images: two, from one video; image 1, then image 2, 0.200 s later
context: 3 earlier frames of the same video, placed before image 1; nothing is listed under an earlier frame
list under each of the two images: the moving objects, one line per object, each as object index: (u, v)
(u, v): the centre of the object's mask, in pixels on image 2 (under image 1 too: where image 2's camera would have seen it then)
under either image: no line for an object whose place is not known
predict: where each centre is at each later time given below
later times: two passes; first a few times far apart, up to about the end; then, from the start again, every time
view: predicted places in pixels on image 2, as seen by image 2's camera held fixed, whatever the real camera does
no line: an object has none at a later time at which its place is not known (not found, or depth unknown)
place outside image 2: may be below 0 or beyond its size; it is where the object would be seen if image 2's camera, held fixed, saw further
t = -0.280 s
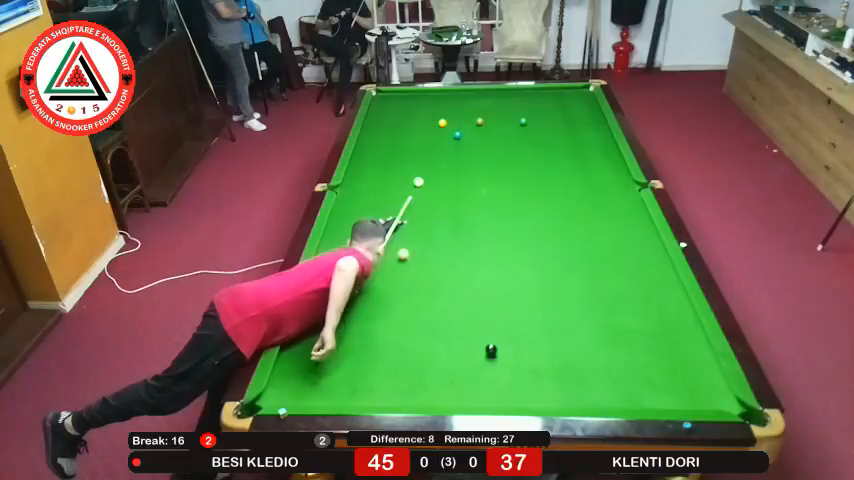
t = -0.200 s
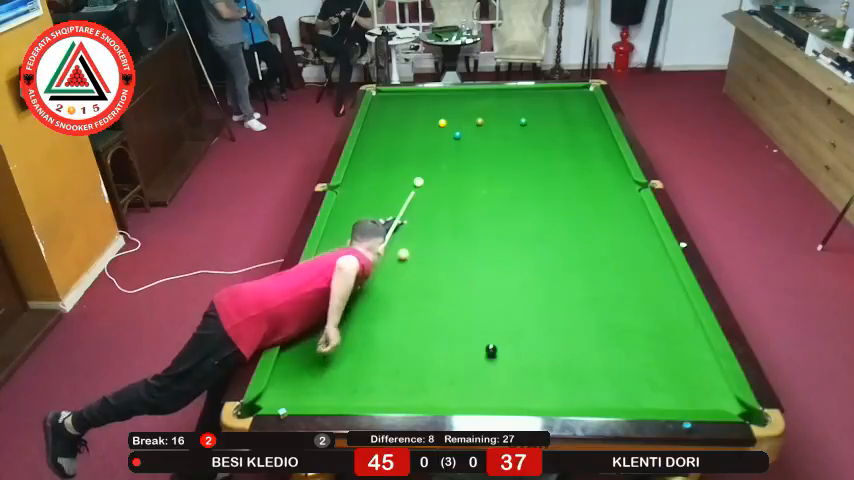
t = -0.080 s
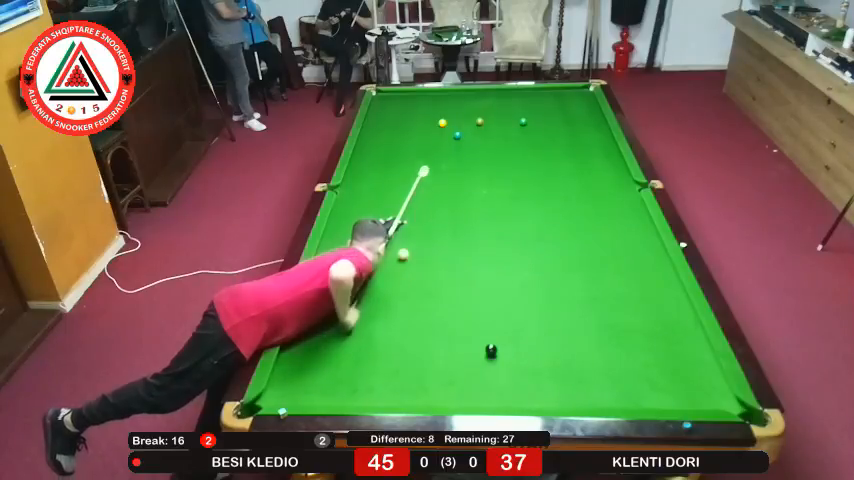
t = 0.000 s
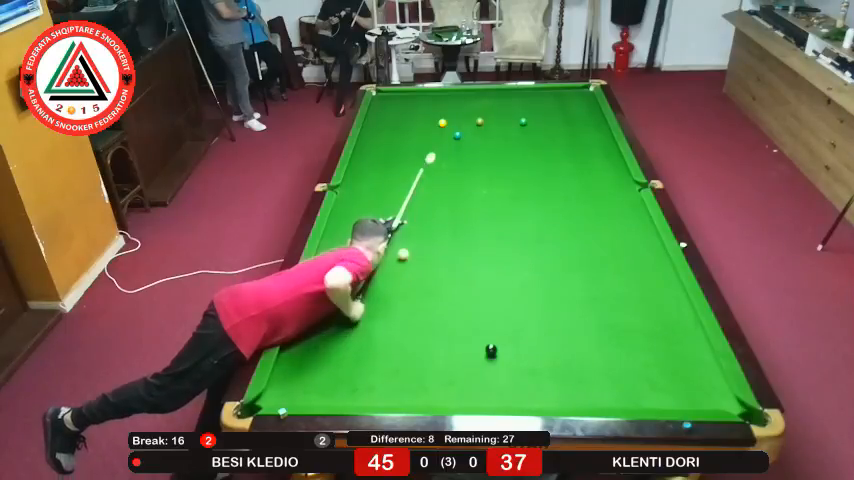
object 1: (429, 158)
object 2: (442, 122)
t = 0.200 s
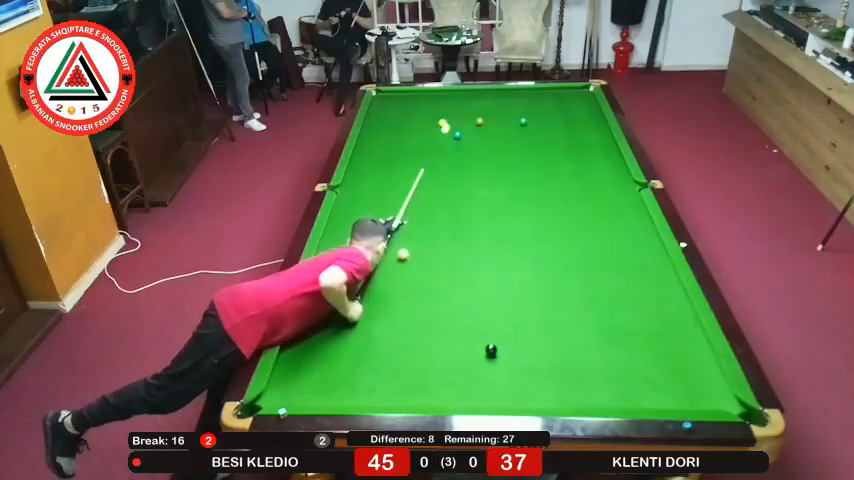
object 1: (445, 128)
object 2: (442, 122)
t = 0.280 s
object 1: (456, 120)
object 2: (436, 120)
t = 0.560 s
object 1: (497, 96)
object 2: (412, 111)
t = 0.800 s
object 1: (525, 97)
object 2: (395, 105)
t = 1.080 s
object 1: (556, 110)
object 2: (376, 98)
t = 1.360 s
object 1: (591, 124)
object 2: (387, 93)
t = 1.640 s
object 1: (599, 140)
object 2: (399, 92)
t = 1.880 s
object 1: (586, 153)
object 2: (408, 94)
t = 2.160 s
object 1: (571, 169)
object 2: (417, 97)
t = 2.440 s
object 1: (554, 187)
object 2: (426, 99)
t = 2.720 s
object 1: (536, 205)
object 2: (434, 101)
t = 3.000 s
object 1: (517, 224)
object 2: (441, 103)
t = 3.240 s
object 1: (500, 242)
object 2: (447, 105)
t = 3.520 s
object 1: (479, 263)
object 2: (454, 106)
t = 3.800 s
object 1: (456, 286)
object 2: (459, 107)
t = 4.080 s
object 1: (432, 311)
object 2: (464, 108)
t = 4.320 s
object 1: (409, 333)
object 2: (467, 109)
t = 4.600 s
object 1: (382, 361)
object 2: (471, 109)
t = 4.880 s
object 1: (352, 390)
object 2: (473, 110)
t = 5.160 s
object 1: (333, 385)
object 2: (474, 111)
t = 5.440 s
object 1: (322, 368)
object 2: (475, 111)
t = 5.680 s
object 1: (313, 354)
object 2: (475, 111)
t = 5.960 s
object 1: (304, 340)
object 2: (475, 111)
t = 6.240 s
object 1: (295, 328)
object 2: (475, 111)
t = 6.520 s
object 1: (301, 320)
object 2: (475, 111)
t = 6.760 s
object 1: (308, 315)
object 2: (475, 111)
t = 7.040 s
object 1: (315, 309)
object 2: (475, 111)
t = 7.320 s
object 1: (320, 305)
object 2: (475, 111)
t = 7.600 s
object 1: (324, 301)
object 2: (475, 111)
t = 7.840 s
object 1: (326, 300)
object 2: (475, 111)
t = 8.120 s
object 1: (326, 299)
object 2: (475, 111)
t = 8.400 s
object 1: (326, 299)
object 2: (475, 111)
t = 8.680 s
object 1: (326, 298)
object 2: (475, 111)
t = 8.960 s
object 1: (326, 298)
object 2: (475, 111)
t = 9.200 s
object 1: (326, 299)
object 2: (475, 111)
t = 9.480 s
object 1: (326, 299)
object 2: (475, 111)
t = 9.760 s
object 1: (326, 299)
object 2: (475, 111)
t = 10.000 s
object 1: (326, 299)
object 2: (475, 111)
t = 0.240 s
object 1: (450, 124)
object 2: (441, 122)
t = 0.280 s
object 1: (456, 120)
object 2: (436, 120)
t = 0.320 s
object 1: (463, 116)
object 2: (432, 118)
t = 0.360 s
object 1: (469, 113)
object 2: (428, 117)
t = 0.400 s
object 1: (475, 109)
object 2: (425, 116)
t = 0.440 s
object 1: (481, 106)
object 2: (422, 115)
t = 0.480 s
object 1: (486, 103)
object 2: (419, 114)
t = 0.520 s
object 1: (492, 99)
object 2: (416, 113)
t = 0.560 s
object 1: (497, 96)
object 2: (412, 111)
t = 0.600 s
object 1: (502, 93)
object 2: (409, 110)
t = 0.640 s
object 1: (507, 90)
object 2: (407, 109)
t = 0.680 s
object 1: (512, 90)
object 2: (403, 108)
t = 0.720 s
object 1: (516, 93)
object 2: (401, 107)
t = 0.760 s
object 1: (520, 95)
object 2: (398, 106)
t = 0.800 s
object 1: (525, 97)
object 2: (395, 105)
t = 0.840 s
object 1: (529, 99)
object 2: (392, 104)
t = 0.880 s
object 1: (533, 101)
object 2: (389, 103)
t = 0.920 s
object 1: (538, 103)
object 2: (387, 102)
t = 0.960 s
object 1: (542, 105)
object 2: (384, 101)
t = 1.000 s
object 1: (547, 107)
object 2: (381, 100)
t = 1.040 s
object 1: (552, 108)
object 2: (379, 99)
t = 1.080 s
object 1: (556, 110)
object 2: (376, 98)
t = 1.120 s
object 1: (561, 112)
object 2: (375, 98)
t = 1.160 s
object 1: (566, 114)
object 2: (378, 97)
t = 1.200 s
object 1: (571, 116)
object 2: (380, 96)
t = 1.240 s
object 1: (576, 118)
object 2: (382, 95)
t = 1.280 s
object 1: (581, 120)
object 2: (383, 94)
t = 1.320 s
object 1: (586, 122)
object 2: (386, 94)
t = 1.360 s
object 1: (591, 124)
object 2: (387, 93)
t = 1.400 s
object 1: (596, 126)
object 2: (389, 92)
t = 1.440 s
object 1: (602, 129)
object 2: (391, 92)
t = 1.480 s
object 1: (607, 131)
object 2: (393, 91)
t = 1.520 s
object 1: (605, 133)
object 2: (395, 91)
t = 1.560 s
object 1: (603, 135)
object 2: (396, 92)
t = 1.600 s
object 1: (601, 137)
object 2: (398, 92)
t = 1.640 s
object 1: (599, 140)
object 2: (399, 92)
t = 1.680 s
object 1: (597, 142)
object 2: (401, 93)
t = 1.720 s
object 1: (595, 144)
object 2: (402, 93)
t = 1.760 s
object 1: (593, 146)
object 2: (404, 93)
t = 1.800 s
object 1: (591, 148)
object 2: (405, 94)
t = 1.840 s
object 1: (589, 151)
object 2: (406, 94)
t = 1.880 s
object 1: (586, 153)
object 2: (408, 94)
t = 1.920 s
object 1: (584, 155)
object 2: (409, 95)
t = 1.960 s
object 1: (582, 158)
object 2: (411, 95)
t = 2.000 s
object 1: (580, 160)
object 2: (412, 95)
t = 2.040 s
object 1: (578, 162)
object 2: (413, 96)
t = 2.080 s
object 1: (575, 164)
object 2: (415, 96)
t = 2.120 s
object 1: (573, 167)
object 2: (416, 96)
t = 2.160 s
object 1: (571, 169)
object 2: (417, 97)
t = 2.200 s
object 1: (568, 172)
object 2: (419, 97)
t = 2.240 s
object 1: (566, 174)
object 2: (420, 97)
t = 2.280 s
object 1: (564, 177)
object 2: (421, 98)
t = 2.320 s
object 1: (561, 179)
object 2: (422, 98)
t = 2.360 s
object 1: (559, 182)
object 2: (423, 98)
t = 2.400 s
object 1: (556, 184)
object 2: (425, 99)
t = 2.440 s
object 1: (554, 187)
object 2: (426, 99)
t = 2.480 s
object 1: (551, 189)
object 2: (427, 99)
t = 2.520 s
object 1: (549, 192)
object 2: (428, 100)
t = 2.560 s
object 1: (547, 194)
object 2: (429, 100)
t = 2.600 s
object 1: (544, 197)
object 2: (431, 100)
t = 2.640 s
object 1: (541, 200)
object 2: (432, 100)
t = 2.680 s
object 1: (539, 203)
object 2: (433, 101)
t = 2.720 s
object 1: (536, 205)
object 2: (434, 101)
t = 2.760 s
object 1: (534, 208)
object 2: (435, 101)
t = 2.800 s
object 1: (531, 210)
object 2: (436, 102)
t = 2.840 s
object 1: (528, 213)
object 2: (437, 102)
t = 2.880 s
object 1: (526, 216)
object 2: (438, 102)
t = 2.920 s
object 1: (523, 219)
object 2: (440, 103)
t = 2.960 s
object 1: (520, 221)
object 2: (440, 103)
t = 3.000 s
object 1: (517, 224)
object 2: (441, 103)
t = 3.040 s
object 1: (515, 227)
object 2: (443, 104)
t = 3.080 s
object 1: (512, 230)
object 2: (443, 104)
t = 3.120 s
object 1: (509, 233)
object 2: (445, 104)
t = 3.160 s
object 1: (506, 236)
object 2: (445, 104)
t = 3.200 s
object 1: (503, 239)
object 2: (446, 104)
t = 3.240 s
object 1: (500, 242)
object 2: (447, 105)
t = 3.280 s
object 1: (497, 245)
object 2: (448, 105)
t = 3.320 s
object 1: (494, 248)
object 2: (449, 105)
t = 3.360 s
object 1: (491, 251)
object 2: (450, 105)
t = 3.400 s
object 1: (488, 254)
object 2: (451, 105)
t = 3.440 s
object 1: (485, 257)
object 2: (452, 106)
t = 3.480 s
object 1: (482, 260)
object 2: (453, 106)
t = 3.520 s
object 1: (479, 263)
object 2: (454, 106)
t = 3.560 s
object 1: (475, 267)
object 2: (454, 106)
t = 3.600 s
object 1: (472, 270)
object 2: (455, 107)
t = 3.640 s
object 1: (469, 273)
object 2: (456, 107)
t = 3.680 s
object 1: (466, 276)
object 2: (457, 107)
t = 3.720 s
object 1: (463, 280)
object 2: (458, 107)
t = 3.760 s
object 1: (459, 283)
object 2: (458, 107)
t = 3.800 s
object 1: (456, 286)
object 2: (459, 107)
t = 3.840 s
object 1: (452, 290)
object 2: (460, 108)
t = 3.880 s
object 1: (449, 293)
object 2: (460, 108)
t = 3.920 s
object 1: (446, 297)
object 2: (461, 108)
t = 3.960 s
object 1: (442, 300)
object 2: (462, 108)
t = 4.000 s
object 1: (439, 304)
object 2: (462, 108)
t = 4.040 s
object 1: (435, 307)
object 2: (463, 108)
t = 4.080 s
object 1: (432, 311)
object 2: (464, 108)
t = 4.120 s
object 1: (428, 315)
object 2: (464, 108)
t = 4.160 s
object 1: (424, 318)
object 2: (465, 109)
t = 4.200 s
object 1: (420, 322)
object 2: (466, 109)
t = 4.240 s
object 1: (417, 326)
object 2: (466, 109)
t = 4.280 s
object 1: (413, 329)
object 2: (467, 109)
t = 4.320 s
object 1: (409, 333)
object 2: (467, 109)
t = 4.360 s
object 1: (405, 337)
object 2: (468, 109)
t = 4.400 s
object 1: (401, 341)
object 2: (468, 109)
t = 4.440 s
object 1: (397, 345)
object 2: (469, 109)
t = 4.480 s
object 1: (394, 348)
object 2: (469, 109)
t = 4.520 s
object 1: (390, 352)
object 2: (470, 110)
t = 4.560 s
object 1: (385, 357)
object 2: (470, 110)
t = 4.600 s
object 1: (382, 361)
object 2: (471, 109)
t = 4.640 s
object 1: (378, 365)
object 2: (471, 110)
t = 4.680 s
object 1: (373, 369)
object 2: (471, 110)
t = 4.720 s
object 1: (369, 373)
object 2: (472, 110)
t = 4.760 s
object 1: (365, 377)
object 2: (472, 110)
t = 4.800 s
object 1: (361, 381)
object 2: (472, 110)
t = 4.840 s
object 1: (356, 386)
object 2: (472, 110)
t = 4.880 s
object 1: (352, 390)
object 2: (473, 110)
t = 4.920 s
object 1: (348, 393)
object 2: (473, 110)
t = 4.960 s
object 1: (344, 396)
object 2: (473, 110)
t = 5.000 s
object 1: (341, 395)
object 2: (473, 110)
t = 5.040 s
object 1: (339, 393)
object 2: (473, 110)
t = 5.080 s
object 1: (337, 391)
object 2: (474, 110)
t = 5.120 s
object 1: (335, 388)
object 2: (474, 110)
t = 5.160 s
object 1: (333, 385)
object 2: (474, 111)
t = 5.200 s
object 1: (332, 383)
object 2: (474, 111)
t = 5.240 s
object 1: (330, 380)
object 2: (475, 111)
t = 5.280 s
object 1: (328, 378)
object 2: (475, 111)
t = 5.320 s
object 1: (327, 375)
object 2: (475, 111)
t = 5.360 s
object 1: (325, 372)
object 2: (475, 111)
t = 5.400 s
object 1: (323, 370)
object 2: (475, 111)
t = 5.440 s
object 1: (322, 368)
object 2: (475, 111)
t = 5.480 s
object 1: (320, 365)
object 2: (475, 111)
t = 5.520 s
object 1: (319, 363)
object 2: (475, 111)
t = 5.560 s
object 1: (317, 360)
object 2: (475, 111)
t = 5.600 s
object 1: (316, 358)
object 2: (475, 111)
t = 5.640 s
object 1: (314, 356)
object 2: (475, 111)
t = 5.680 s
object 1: (313, 354)
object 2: (475, 111)
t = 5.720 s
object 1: (311, 352)
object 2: (475, 111)
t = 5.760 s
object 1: (310, 350)
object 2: (475, 111)
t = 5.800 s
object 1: (309, 348)
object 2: (475, 111)
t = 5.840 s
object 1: (307, 346)
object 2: (475, 111)
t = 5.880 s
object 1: (306, 344)
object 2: (475, 111)
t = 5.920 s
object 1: (305, 342)
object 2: (475, 111)
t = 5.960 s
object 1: (304, 340)
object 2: (475, 111)
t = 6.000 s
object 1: (302, 338)
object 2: (475, 111)
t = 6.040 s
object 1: (301, 336)
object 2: (475, 111)
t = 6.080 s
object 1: (300, 335)
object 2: (475, 111)
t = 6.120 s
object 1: (298, 333)
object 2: (475, 111)
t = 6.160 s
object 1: (297, 331)
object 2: (475, 111)
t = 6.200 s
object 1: (296, 330)
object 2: (475, 111)
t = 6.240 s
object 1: (295, 328)
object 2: (475, 111)
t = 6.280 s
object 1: (294, 327)
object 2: (475, 111)
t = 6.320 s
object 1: (295, 326)
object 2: (475, 111)
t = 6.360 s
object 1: (296, 324)
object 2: (475, 111)
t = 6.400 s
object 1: (297, 323)
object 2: (475, 111)
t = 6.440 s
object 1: (299, 322)
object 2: (475, 111)
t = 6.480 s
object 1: (300, 321)
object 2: (475, 111)
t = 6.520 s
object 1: (301, 320)
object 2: (475, 111)
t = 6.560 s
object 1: (302, 319)
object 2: (475, 111)
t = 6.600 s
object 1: (304, 318)
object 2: (475, 111)
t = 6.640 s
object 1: (305, 317)
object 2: (475, 111)
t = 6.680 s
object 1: (306, 316)
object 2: (475, 111)
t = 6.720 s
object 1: (307, 315)
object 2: (475, 111)
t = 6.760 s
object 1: (308, 315)
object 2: (475, 111)
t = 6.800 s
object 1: (309, 313)
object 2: (475, 111)
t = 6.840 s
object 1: (310, 313)
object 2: (475, 111)
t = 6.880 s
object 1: (311, 312)
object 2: (475, 111)
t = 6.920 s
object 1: (312, 311)
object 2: (475, 111)
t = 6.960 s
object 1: (313, 311)
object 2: (475, 111)
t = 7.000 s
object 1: (314, 310)
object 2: (475, 111)
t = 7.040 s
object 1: (315, 309)
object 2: (475, 111)
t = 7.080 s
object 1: (315, 308)
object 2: (475, 111)
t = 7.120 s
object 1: (316, 308)
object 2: (475, 111)
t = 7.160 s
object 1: (317, 307)
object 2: (475, 111)
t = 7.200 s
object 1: (318, 306)
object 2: (475, 111)
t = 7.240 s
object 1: (319, 306)
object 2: (475, 111)
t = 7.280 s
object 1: (319, 305)
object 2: (475, 111)
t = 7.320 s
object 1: (320, 305)
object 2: (475, 111)
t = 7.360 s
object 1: (320, 304)
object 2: (475, 111)
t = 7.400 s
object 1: (321, 304)
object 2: (475, 111)
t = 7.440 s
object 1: (321, 303)
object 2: (475, 111)
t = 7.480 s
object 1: (322, 303)
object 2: (475, 111)
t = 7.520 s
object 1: (323, 302)
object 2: (475, 111)
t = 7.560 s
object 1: (323, 302)
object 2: (475, 111)
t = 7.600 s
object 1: (324, 301)
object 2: (475, 111)
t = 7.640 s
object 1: (324, 301)
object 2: (475, 111)
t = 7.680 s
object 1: (325, 301)
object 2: (475, 111)
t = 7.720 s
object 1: (325, 300)
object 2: (475, 111)
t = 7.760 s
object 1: (325, 300)
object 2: (475, 111)
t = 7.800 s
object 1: (325, 300)
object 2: (475, 111)
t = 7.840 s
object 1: (326, 300)
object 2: (475, 111)
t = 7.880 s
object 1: (326, 299)
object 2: (475, 111)
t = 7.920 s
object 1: (326, 299)
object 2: (475, 111)
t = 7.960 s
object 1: (326, 299)
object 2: (475, 111)
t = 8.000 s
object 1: (326, 299)
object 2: (475, 111)
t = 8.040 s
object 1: (326, 299)
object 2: (475, 111)
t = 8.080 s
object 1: (326, 299)
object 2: (475, 111)
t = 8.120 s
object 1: (326, 299)
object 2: (475, 111)
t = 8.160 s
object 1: (326, 299)
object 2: (475, 111)
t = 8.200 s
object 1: (326, 299)
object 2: (475, 111)
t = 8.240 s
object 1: (327, 299)
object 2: (475, 111)
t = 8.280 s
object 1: (326, 299)
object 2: (475, 111)
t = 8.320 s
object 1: (327, 299)
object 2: (475, 111)
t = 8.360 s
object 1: (327, 299)
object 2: (475, 111)
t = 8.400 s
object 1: (326, 299)
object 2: (475, 111)
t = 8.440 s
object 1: (326, 299)
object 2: (475, 111)
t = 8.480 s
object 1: (326, 298)
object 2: (475, 111)
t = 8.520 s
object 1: (326, 298)
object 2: (475, 111)
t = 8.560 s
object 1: (326, 298)
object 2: (475, 111)
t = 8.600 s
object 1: (326, 298)
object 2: (475, 111)
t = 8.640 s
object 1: (326, 298)
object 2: (475, 111)
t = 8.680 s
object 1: (326, 298)
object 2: (475, 111)
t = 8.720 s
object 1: (326, 298)
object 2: (475, 111)
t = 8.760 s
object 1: (326, 298)
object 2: (475, 111)
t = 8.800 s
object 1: (326, 298)
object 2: (475, 111)
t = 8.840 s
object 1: (326, 298)
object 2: (475, 111)
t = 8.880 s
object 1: (327, 298)
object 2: (475, 111)
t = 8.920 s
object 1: (326, 298)
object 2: (475, 111)
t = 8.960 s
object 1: (326, 298)
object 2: (475, 111)
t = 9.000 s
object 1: (327, 298)
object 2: (475, 111)
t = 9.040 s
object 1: (327, 298)
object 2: (475, 111)
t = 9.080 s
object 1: (326, 299)
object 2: (475, 111)
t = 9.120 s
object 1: (326, 299)
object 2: (475, 111)
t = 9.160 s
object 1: (326, 299)
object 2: (475, 111)
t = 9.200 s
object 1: (326, 299)
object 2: (475, 111)
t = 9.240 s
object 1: (326, 299)
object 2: (475, 111)
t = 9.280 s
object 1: (327, 299)
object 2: (475, 111)
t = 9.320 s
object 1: (326, 299)
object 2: (475, 111)
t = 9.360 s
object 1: (326, 299)
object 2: (475, 111)
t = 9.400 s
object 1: (326, 299)
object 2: (475, 111)
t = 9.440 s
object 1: (326, 299)
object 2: (475, 111)
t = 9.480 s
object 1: (326, 299)
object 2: (475, 111)
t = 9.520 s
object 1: (326, 299)
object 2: (475, 111)
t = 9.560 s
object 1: (326, 299)
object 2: (475, 111)
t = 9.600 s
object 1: (326, 299)
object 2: (475, 111)
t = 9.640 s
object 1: (326, 299)
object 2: (475, 111)
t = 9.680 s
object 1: (326, 299)
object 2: (475, 111)
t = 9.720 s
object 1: (326, 299)
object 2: (475, 111)
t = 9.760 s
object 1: (326, 299)
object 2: (475, 111)
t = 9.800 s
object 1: (326, 299)
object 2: (475, 111)
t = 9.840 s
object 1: (326, 299)
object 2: (475, 111)
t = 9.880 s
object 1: (326, 299)
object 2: (475, 111)
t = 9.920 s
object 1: (326, 299)
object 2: (475, 111)
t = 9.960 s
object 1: (326, 299)
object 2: (475, 111)
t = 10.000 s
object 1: (326, 299)
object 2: (475, 111)
